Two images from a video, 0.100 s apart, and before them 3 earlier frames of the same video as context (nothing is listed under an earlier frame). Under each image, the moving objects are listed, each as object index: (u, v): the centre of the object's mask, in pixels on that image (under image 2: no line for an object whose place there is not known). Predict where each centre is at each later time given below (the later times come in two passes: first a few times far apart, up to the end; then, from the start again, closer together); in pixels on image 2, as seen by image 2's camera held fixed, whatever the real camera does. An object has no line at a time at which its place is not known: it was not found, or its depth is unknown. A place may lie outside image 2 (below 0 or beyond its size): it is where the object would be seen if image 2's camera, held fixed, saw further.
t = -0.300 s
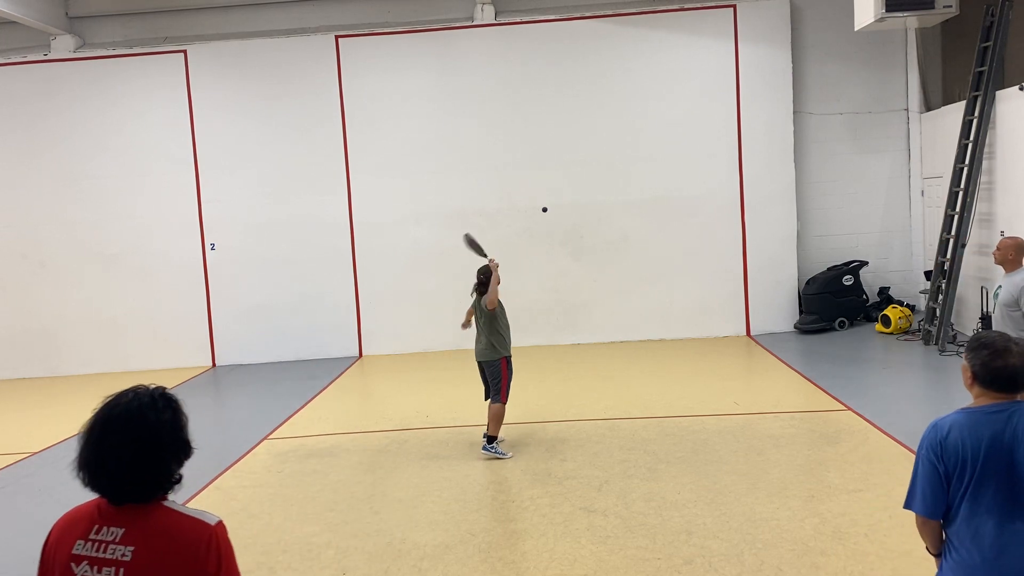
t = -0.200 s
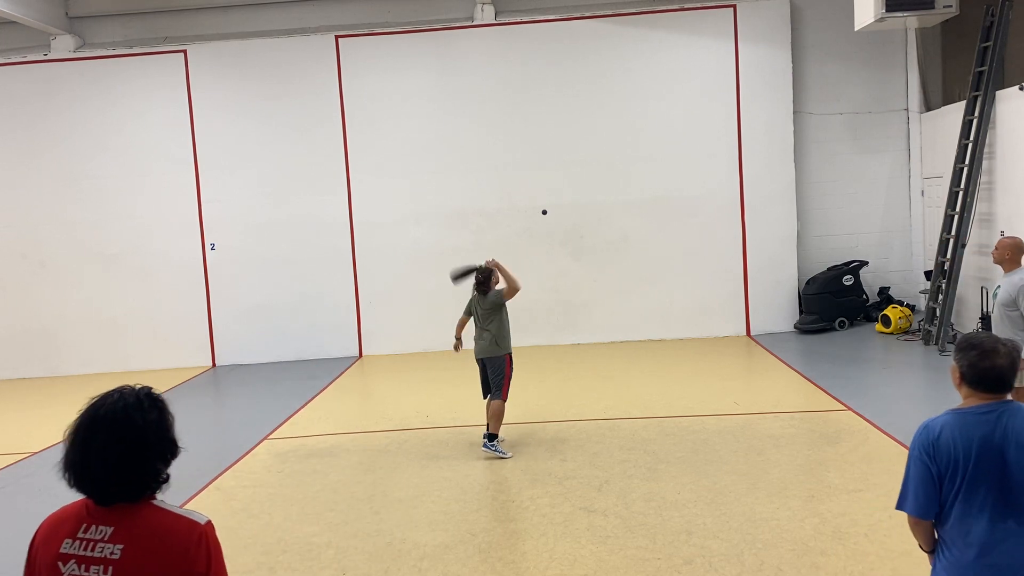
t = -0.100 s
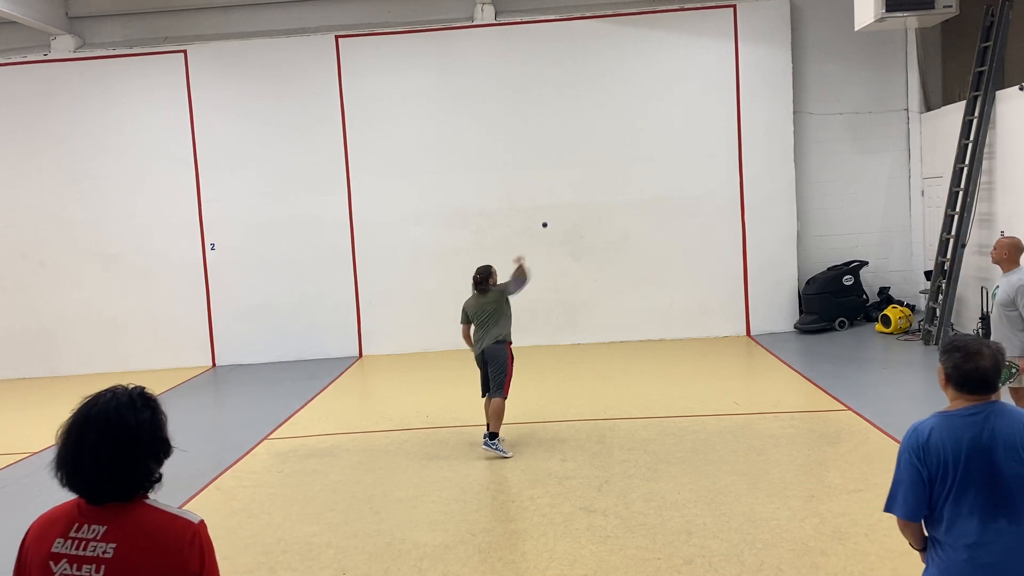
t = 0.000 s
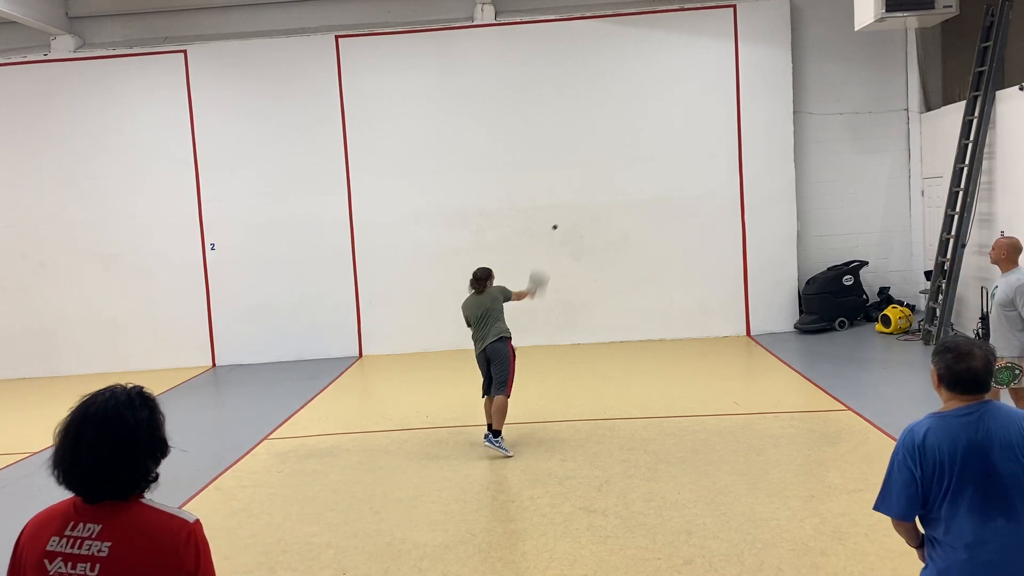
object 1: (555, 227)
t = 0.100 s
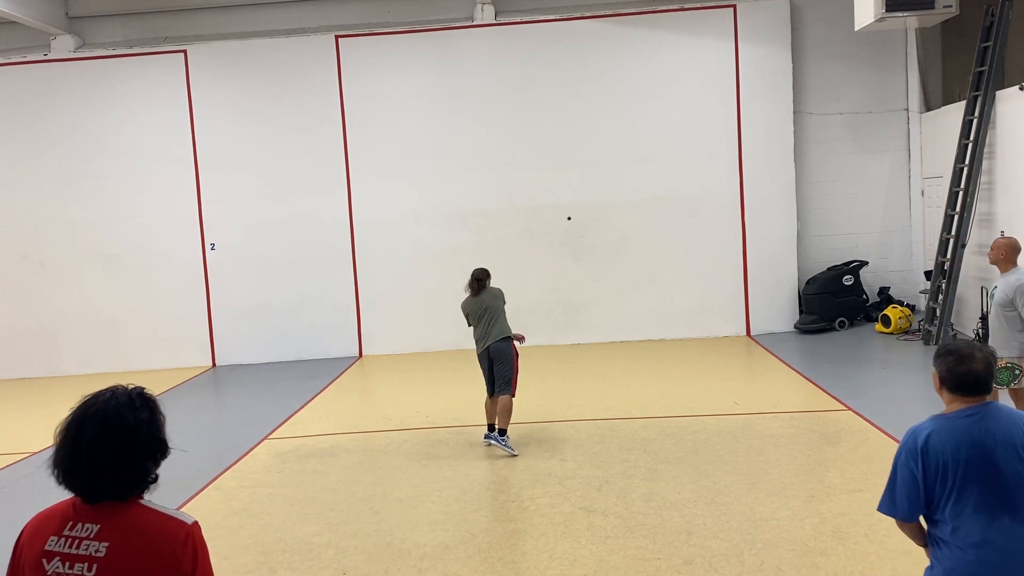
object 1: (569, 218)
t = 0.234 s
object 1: (583, 220)
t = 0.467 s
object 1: (622, 265)
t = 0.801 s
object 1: (753, 542)
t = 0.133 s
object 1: (573, 218)
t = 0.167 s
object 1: (576, 218)
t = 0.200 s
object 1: (579, 219)
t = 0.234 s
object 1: (583, 220)
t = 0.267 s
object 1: (587, 223)
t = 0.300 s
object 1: (592, 227)
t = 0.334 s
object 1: (597, 232)
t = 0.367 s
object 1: (602, 238)
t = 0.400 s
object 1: (608, 245)
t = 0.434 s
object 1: (614, 254)
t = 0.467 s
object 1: (622, 265)
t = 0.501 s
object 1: (629, 278)
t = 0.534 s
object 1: (638, 292)
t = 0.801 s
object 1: (753, 542)
